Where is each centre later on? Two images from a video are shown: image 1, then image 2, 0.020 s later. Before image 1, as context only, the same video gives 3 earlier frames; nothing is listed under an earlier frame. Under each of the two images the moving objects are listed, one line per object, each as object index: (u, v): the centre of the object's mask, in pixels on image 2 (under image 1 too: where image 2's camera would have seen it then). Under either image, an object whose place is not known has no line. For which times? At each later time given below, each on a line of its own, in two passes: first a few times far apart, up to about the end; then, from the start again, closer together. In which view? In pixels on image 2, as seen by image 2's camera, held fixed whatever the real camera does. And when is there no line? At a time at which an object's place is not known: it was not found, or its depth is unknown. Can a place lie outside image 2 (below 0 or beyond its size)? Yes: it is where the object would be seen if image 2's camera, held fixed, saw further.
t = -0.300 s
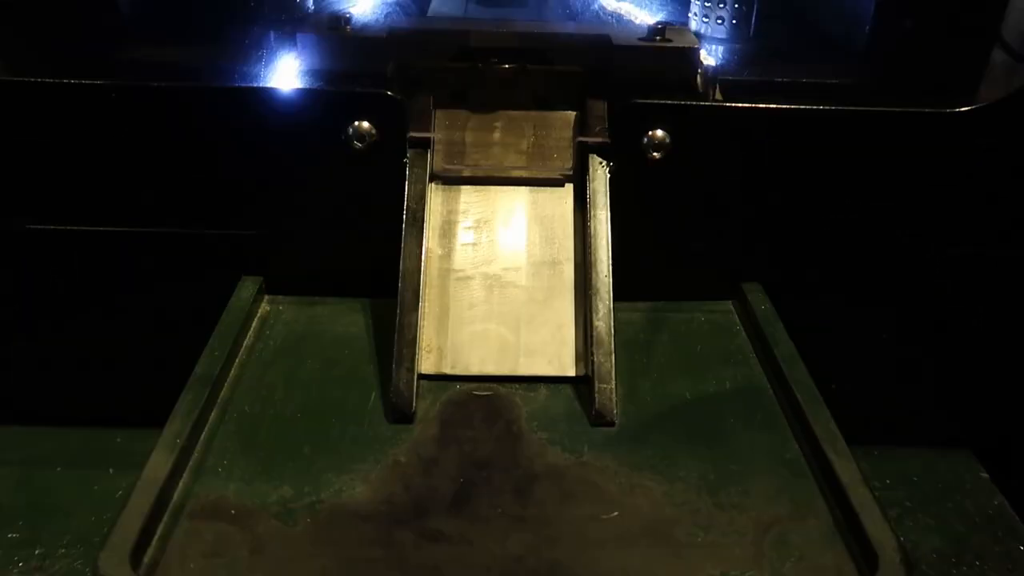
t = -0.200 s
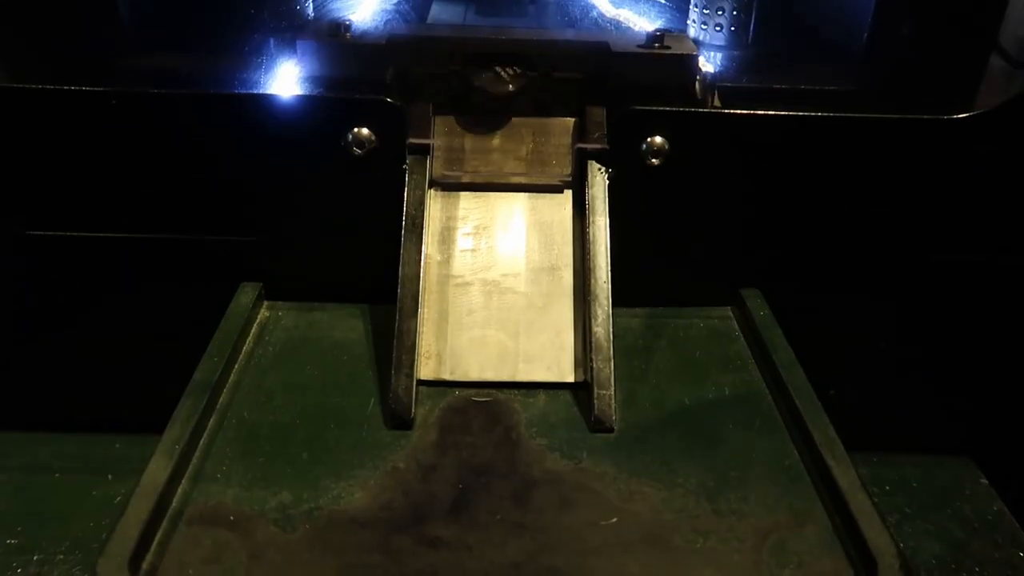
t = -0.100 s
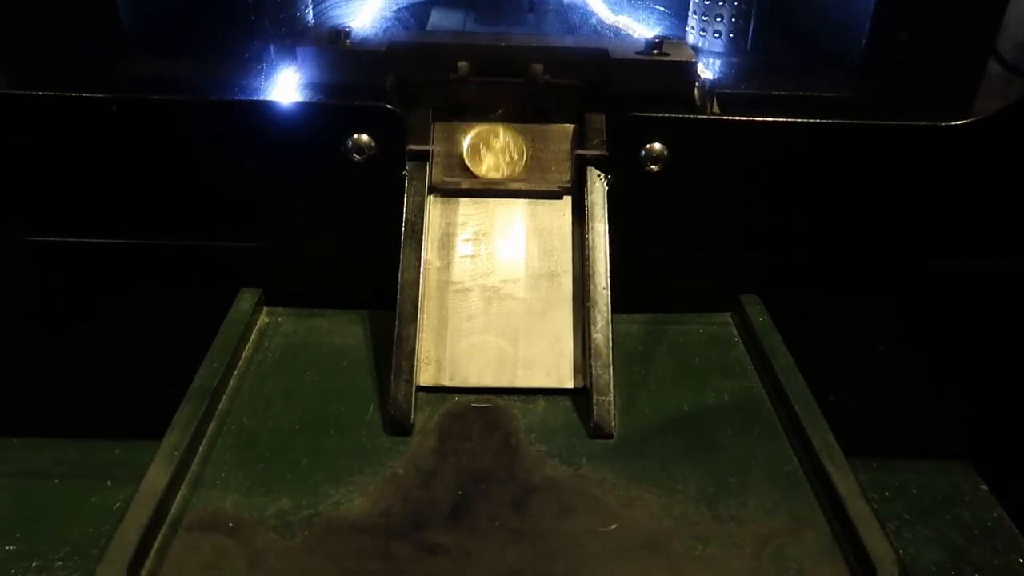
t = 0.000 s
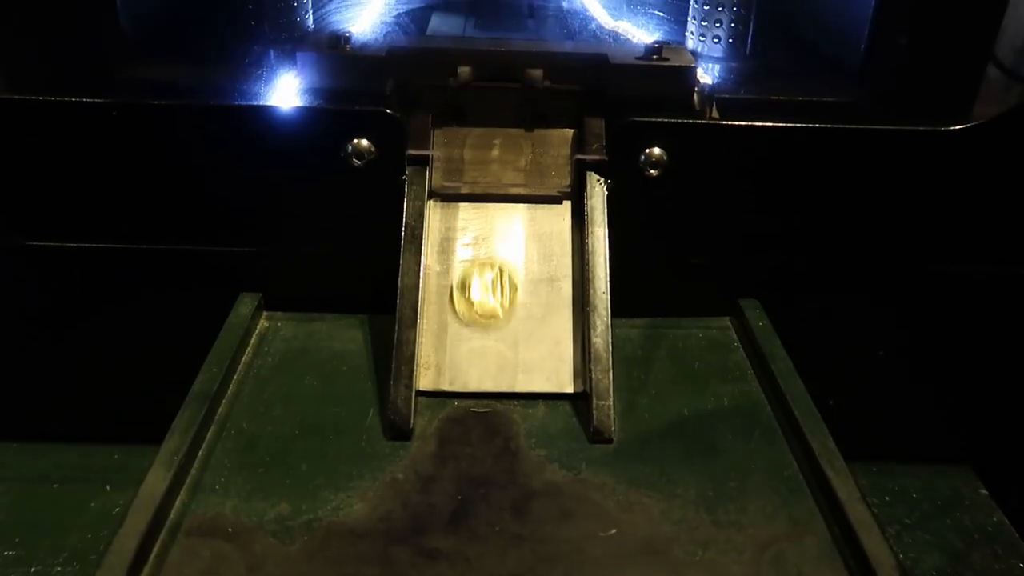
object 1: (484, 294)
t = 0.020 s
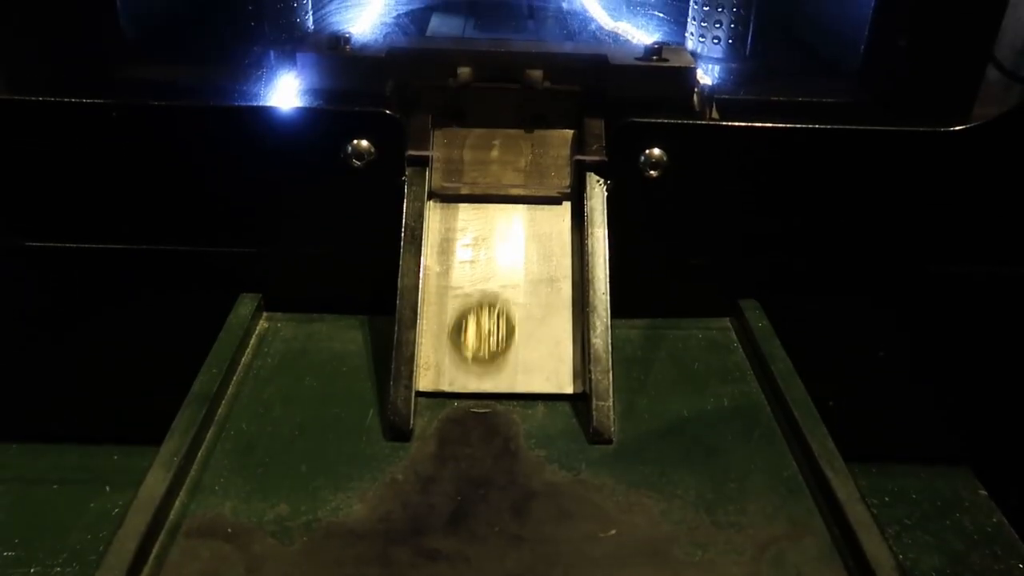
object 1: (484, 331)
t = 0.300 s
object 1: (460, 443)
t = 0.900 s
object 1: (463, 428)
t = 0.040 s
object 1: (481, 383)
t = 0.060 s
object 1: (477, 417)
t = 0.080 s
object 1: (473, 453)
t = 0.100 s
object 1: (470, 471)
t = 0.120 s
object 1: (468, 498)
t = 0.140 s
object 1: (472, 534)
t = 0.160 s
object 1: (459, 555)
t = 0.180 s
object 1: (461, 538)
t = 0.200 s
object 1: (461, 524)
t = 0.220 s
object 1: (460, 507)
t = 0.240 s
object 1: (460, 491)
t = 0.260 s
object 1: (462, 477)
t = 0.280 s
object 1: (460, 459)
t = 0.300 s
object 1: (460, 443)
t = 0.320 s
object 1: (461, 436)
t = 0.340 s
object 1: (461, 431)
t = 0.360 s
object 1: (460, 419)
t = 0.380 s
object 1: (461, 412)
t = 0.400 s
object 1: (462, 406)
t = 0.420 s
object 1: (462, 406)
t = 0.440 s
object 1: (460, 404)
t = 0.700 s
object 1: (465, 424)
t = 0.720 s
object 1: (465, 425)
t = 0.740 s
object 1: (464, 425)
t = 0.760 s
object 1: (463, 424)
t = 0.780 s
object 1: (462, 427)
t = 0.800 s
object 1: (462, 426)
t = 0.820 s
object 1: (462, 428)
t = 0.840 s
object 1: (462, 428)
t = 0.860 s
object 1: (463, 428)
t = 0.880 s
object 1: (463, 428)
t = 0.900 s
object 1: (463, 428)
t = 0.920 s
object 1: (463, 427)
